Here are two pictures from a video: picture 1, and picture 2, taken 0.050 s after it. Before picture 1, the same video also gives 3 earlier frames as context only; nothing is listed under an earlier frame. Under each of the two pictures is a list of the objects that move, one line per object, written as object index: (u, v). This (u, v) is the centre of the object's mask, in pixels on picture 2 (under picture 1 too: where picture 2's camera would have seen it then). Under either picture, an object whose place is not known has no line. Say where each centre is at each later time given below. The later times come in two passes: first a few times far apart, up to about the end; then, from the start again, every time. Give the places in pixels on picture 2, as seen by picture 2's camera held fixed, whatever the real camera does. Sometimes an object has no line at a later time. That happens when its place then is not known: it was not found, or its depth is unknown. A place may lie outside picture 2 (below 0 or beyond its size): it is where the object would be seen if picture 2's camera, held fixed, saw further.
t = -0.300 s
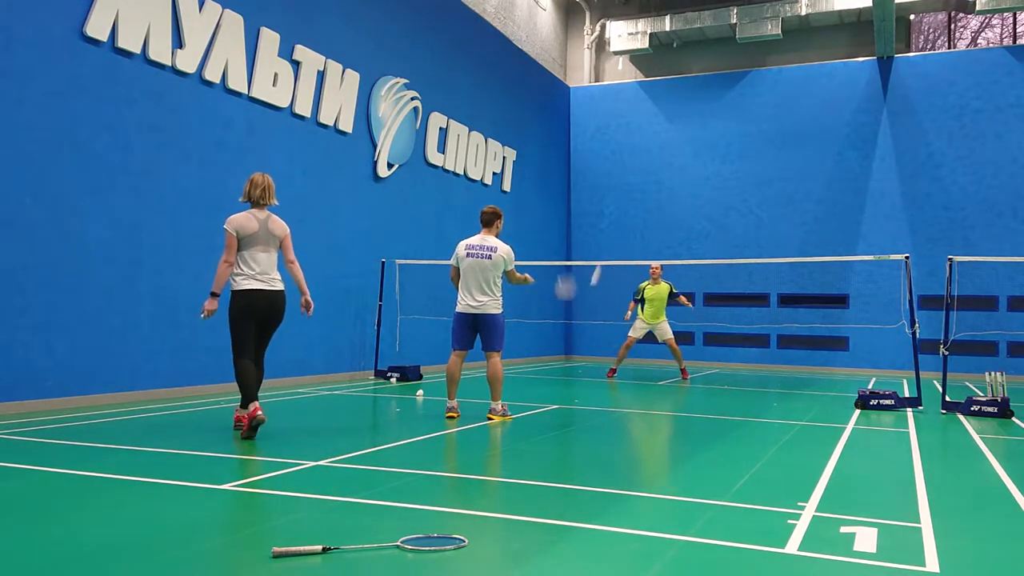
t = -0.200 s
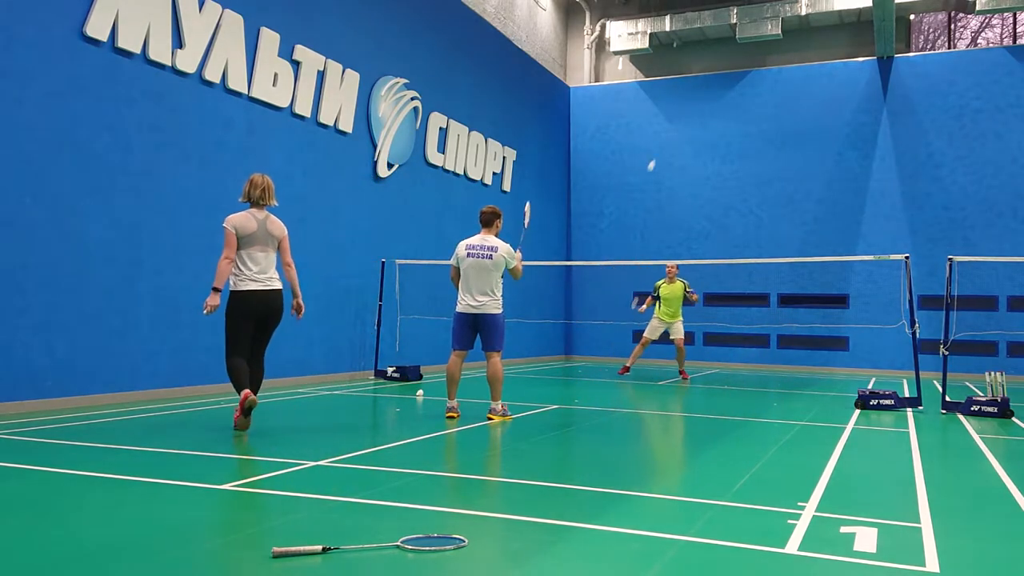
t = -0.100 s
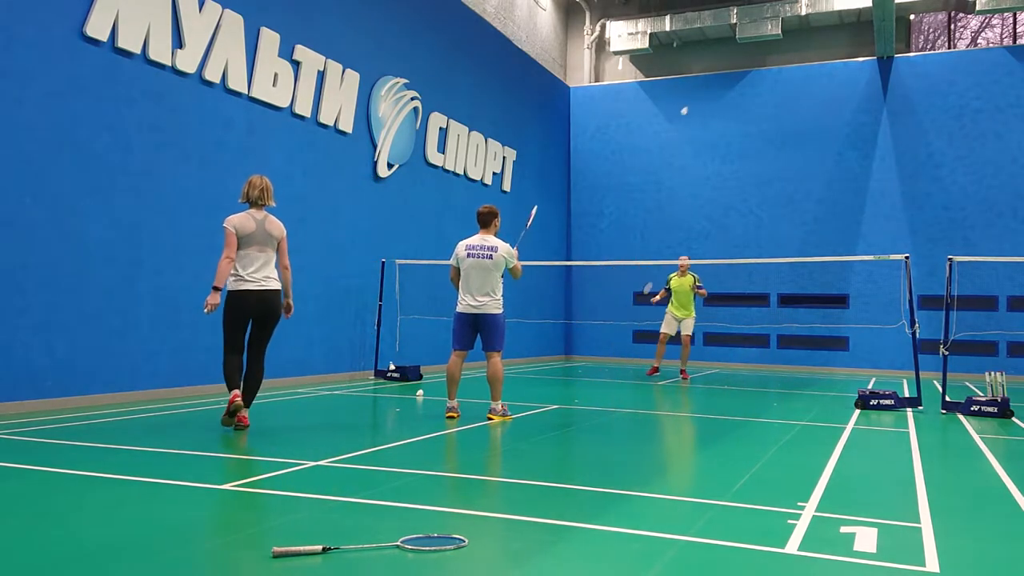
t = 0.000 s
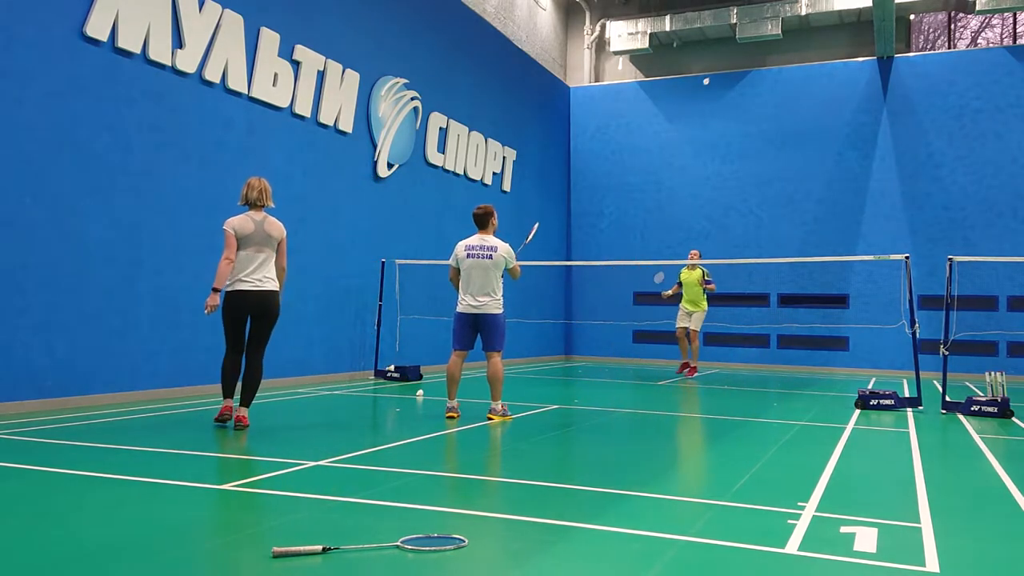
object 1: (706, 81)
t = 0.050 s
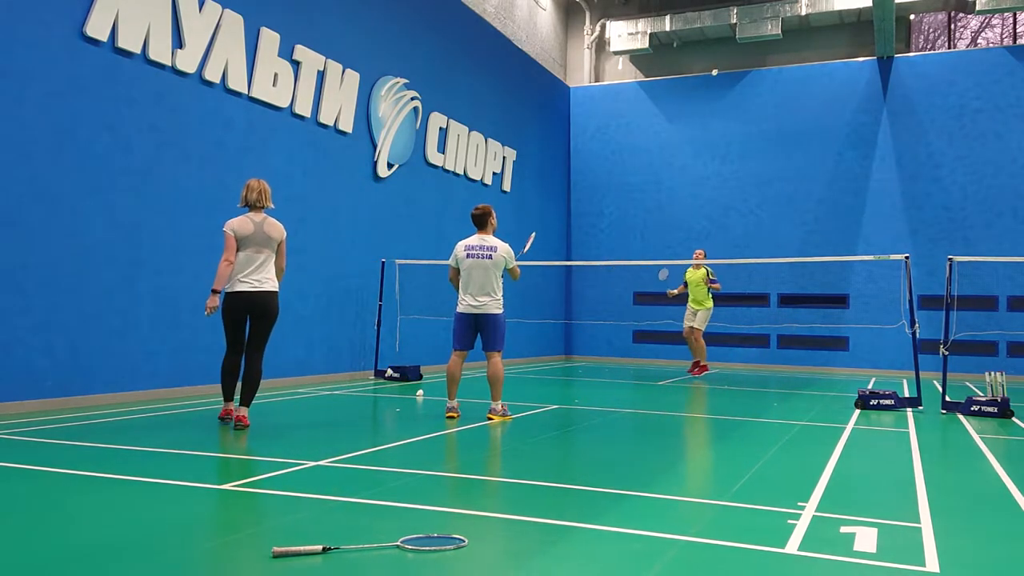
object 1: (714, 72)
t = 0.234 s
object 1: (739, 60)
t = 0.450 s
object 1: (760, 74)
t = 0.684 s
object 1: (780, 115)
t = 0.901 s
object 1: (795, 170)
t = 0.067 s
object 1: (717, 70)
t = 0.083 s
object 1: (720, 68)
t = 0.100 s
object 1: (722, 66)
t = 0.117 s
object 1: (724, 64)
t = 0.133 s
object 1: (726, 63)
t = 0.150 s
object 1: (729, 62)
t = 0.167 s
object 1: (731, 61)
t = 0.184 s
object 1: (733, 61)
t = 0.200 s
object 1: (735, 60)
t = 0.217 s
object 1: (737, 60)
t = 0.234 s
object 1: (739, 60)
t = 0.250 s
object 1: (741, 60)
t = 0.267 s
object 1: (743, 60)
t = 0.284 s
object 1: (744, 61)
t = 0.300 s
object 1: (746, 61)
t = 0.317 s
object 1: (748, 62)
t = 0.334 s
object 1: (749, 63)
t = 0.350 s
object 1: (751, 64)
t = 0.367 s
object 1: (753, 66)
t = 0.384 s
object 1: (754, 67)
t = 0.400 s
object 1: (756, 68)
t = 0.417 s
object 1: (757, 70)
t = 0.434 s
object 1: (759, 72)
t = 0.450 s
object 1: (760, 74)
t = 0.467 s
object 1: (762, 76)
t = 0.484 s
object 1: (763, 78)
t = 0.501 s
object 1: (765, 81)
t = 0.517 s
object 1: (766, 83)
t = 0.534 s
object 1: (768, 86)
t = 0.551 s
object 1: (769, 89)
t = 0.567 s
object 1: (770, 92)
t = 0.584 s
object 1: (772, 95)
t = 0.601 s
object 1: (773, 98)
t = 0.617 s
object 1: (774, 101)
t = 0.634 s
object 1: (776, 104)
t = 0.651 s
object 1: (777, 108)
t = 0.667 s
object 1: (779, 111)
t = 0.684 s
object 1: (780, 115)
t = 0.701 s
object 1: (781, 118)
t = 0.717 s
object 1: (782, 123)
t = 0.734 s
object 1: (783, 126)
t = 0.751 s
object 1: (785, 130)
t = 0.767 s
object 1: (786, 134)
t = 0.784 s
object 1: (787, 139)
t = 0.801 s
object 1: (788, 143)
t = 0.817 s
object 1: (789, 147)
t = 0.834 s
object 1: (790, 152)
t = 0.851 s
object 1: (791, 156)
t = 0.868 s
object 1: (792, 161)
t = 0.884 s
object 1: (793, 165)
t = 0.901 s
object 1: (795, 170)
